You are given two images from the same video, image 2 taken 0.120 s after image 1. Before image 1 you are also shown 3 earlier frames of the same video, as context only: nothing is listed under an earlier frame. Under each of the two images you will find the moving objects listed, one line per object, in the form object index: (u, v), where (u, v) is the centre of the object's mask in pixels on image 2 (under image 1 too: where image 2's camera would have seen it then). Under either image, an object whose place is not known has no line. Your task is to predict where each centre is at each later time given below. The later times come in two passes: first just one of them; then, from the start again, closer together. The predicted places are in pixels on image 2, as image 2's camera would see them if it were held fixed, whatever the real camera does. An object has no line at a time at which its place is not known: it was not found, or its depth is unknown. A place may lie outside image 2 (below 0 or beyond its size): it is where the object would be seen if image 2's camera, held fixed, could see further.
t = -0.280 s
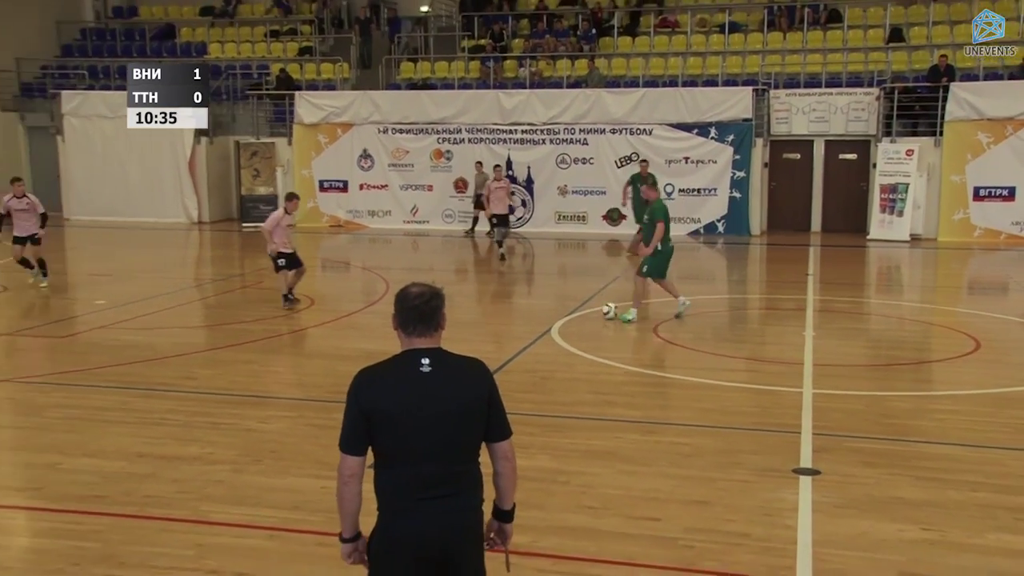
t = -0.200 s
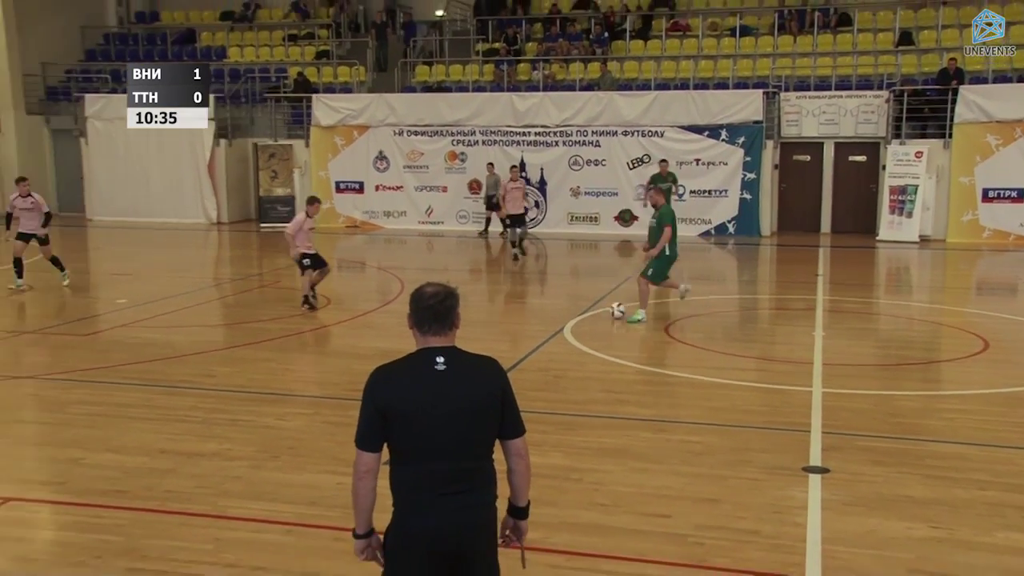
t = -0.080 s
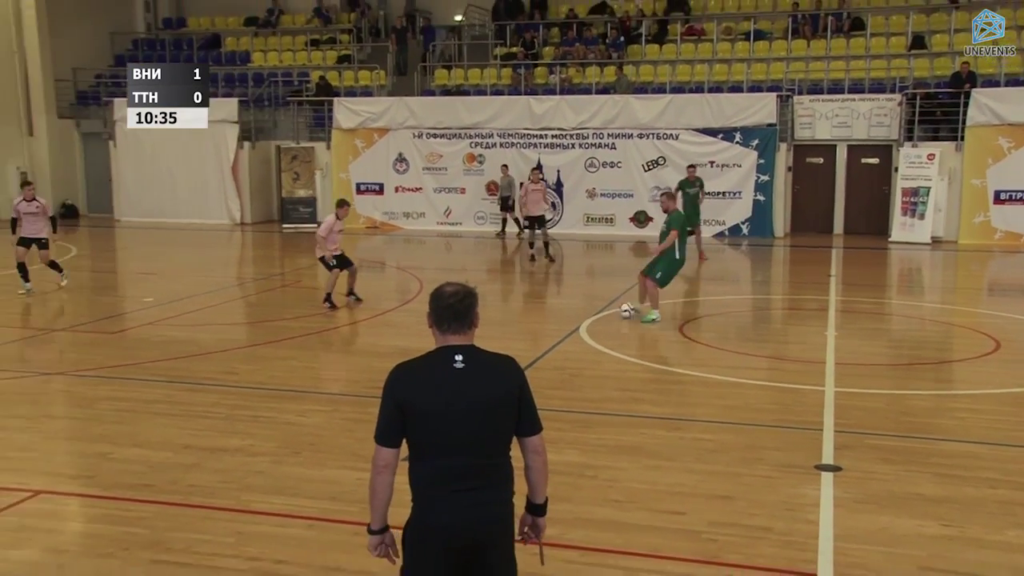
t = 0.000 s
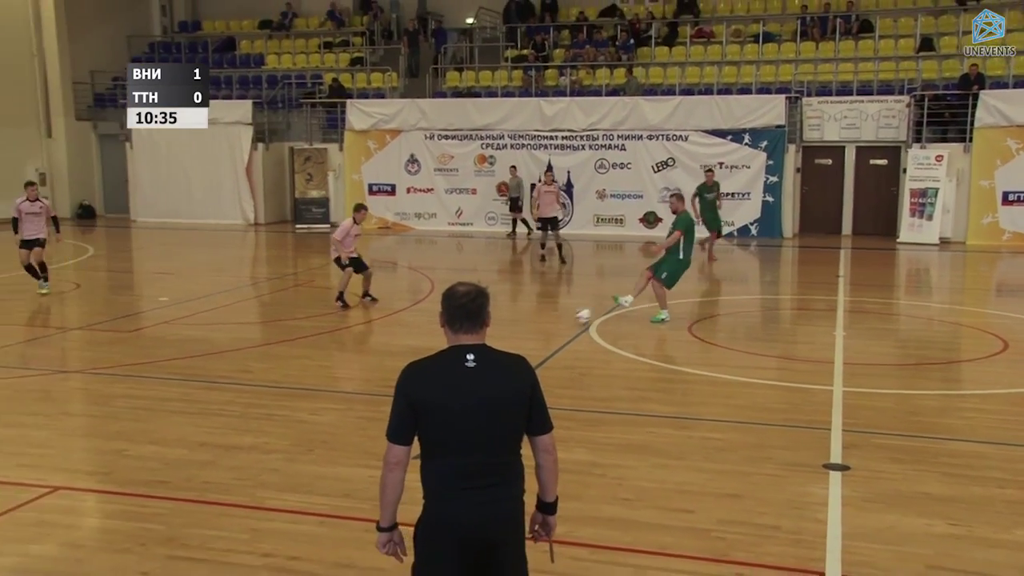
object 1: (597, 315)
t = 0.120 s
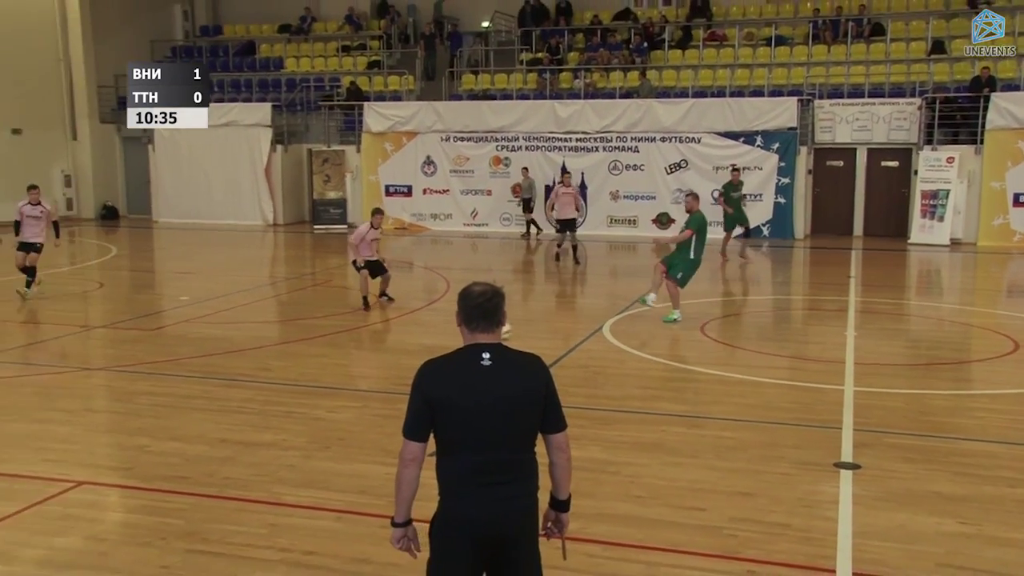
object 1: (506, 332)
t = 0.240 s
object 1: (398, 347)
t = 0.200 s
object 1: (434, 340)
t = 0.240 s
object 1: (398, 347)
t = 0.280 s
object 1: (362, 352)
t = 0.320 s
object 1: (325, 358)
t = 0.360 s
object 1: (286, 363)
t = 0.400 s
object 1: (247, 370)
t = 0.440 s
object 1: (206, 375)
